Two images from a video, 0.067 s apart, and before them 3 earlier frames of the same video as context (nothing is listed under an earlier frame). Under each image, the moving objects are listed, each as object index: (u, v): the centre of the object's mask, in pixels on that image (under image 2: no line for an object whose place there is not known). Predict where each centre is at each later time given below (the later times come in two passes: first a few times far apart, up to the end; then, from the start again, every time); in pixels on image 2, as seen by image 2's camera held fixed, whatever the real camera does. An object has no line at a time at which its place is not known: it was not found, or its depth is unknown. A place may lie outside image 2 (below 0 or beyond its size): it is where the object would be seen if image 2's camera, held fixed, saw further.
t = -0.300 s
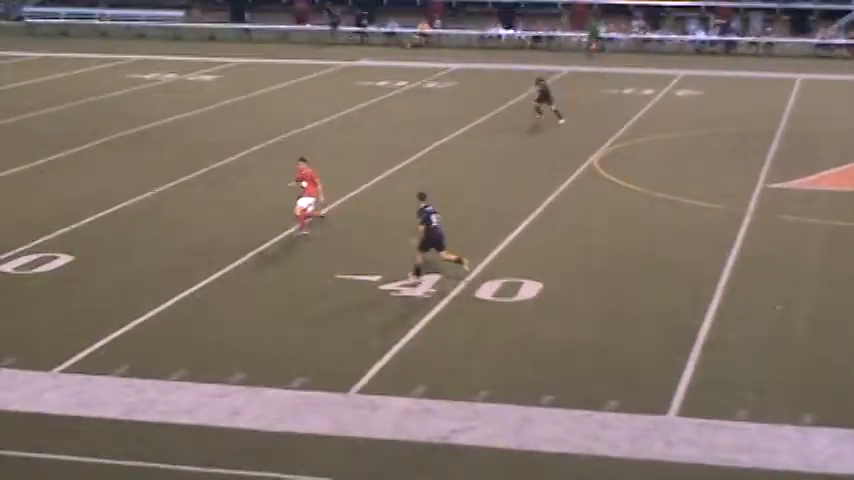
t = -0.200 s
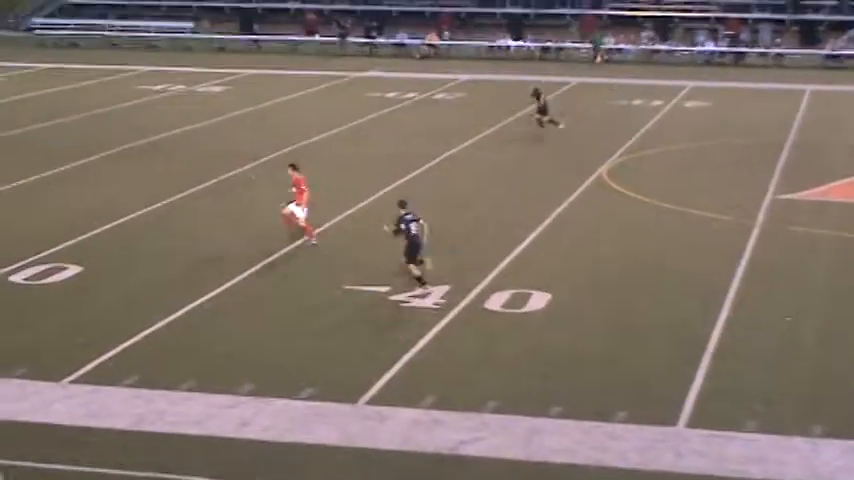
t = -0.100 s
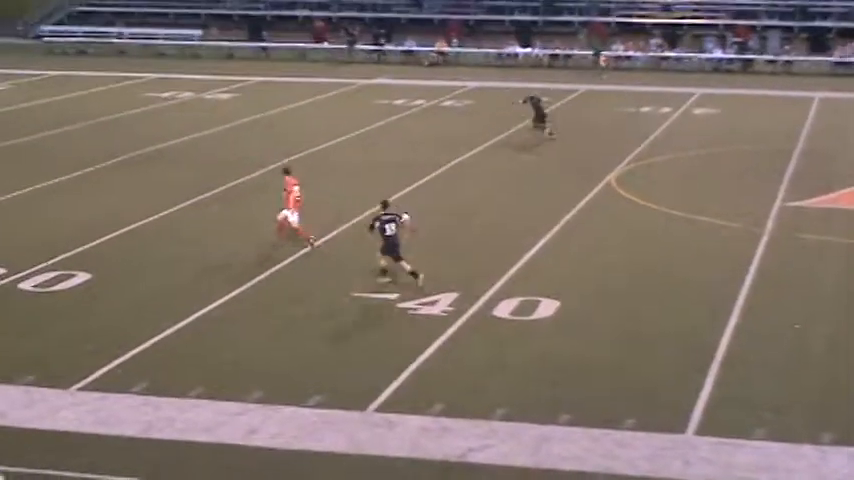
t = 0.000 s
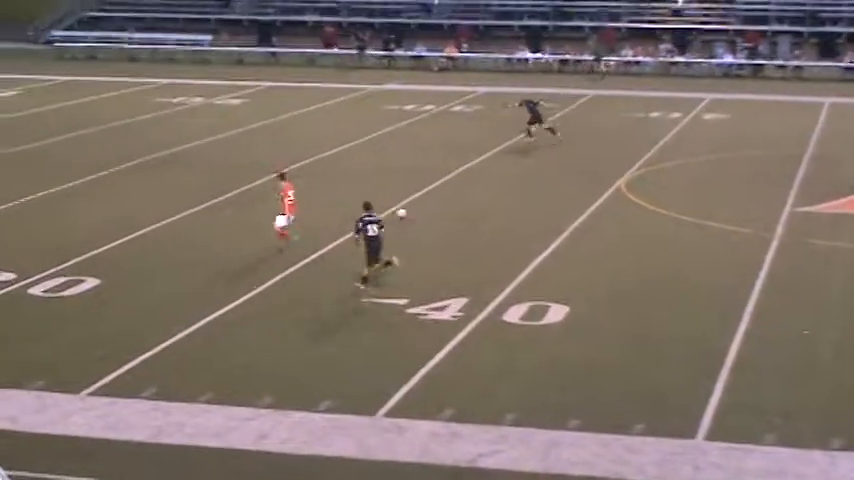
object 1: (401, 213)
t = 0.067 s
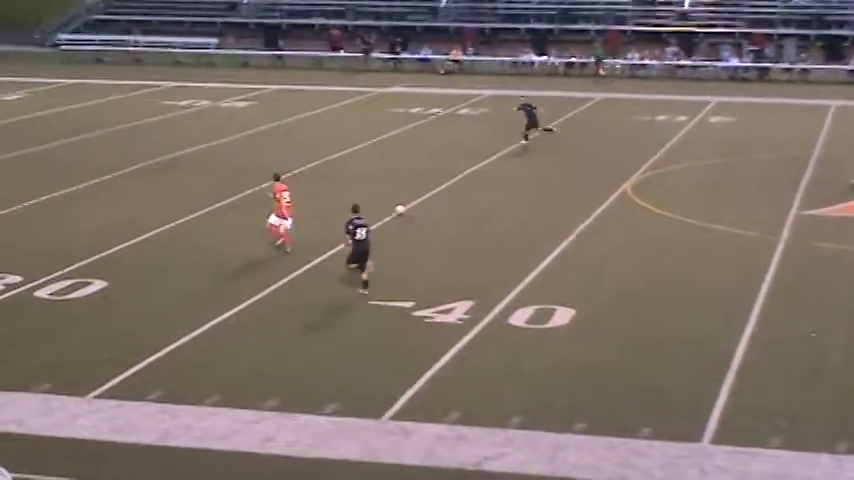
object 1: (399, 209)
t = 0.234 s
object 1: (385, 195)
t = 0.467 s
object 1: (370, 183)
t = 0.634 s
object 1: (362, 174)
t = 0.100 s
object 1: (395, 207)
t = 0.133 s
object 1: (393, 204)
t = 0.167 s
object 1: (390, 200)
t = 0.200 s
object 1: (388, 198)
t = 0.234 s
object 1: (385, 195)
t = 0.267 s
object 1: (383, 194)
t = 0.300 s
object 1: (380, 191)
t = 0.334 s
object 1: (377, 189)
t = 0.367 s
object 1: (375, 187)
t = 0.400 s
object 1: (372, 185)
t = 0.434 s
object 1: (371, 185)
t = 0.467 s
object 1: (370, 183)
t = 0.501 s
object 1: (368, 179)
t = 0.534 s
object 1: (366, 178)
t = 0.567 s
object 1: (364, 176)
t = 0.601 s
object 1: (363, 174)
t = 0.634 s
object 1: (362, 174)
